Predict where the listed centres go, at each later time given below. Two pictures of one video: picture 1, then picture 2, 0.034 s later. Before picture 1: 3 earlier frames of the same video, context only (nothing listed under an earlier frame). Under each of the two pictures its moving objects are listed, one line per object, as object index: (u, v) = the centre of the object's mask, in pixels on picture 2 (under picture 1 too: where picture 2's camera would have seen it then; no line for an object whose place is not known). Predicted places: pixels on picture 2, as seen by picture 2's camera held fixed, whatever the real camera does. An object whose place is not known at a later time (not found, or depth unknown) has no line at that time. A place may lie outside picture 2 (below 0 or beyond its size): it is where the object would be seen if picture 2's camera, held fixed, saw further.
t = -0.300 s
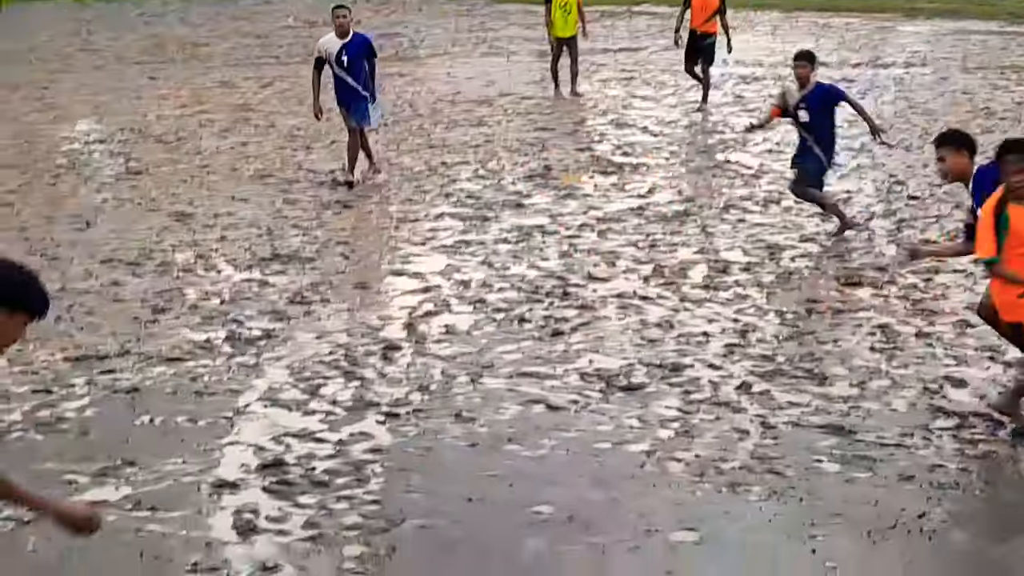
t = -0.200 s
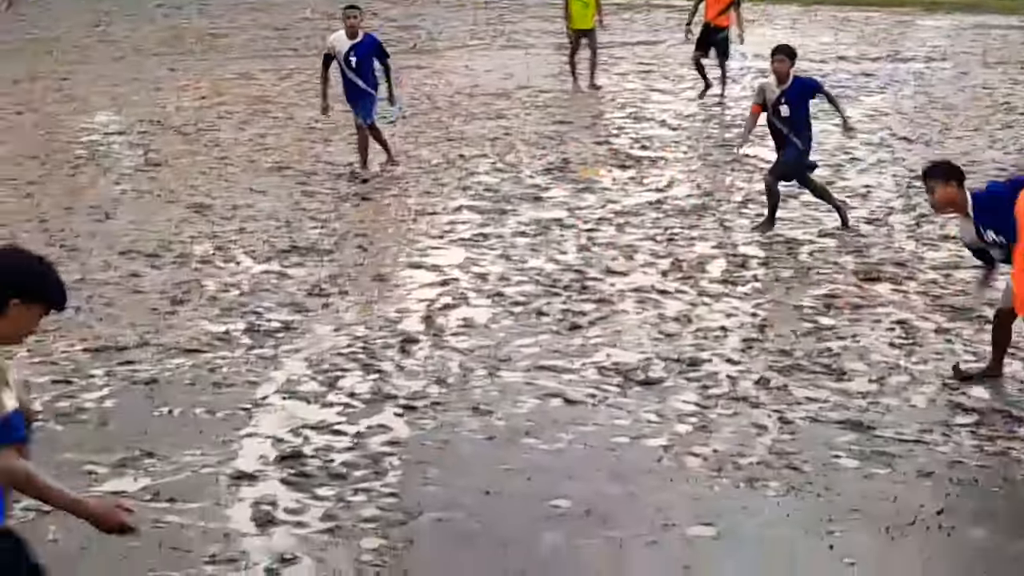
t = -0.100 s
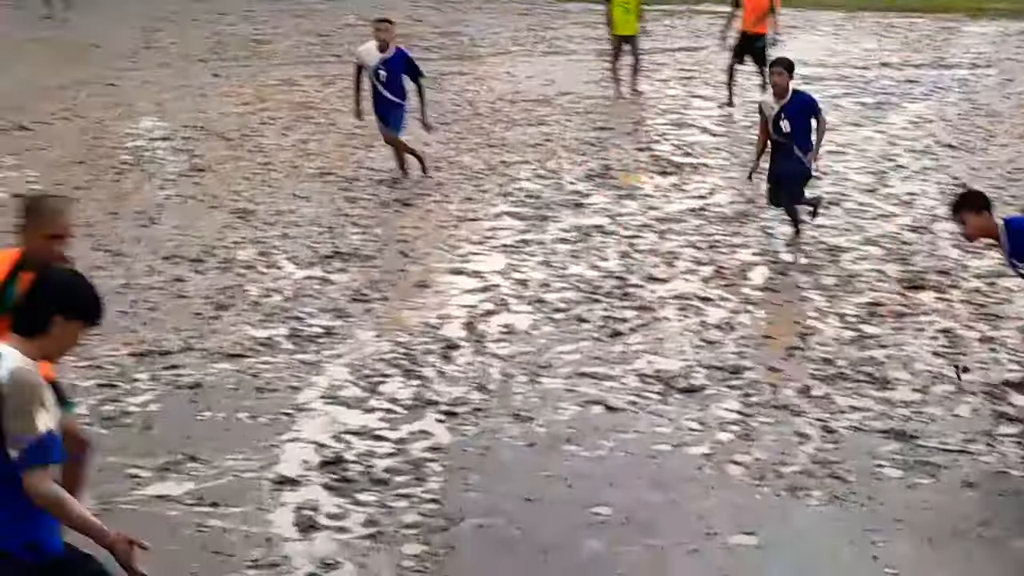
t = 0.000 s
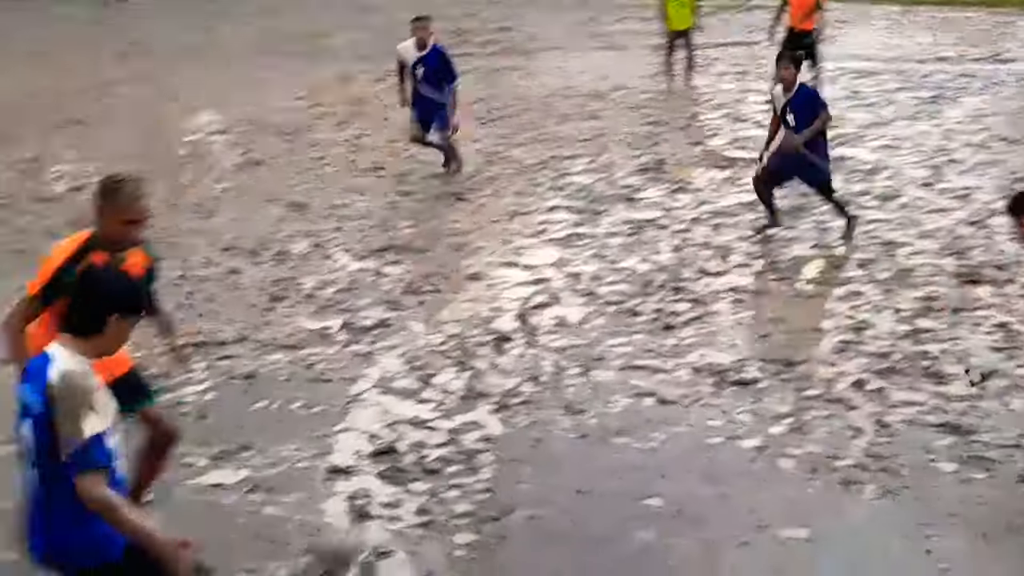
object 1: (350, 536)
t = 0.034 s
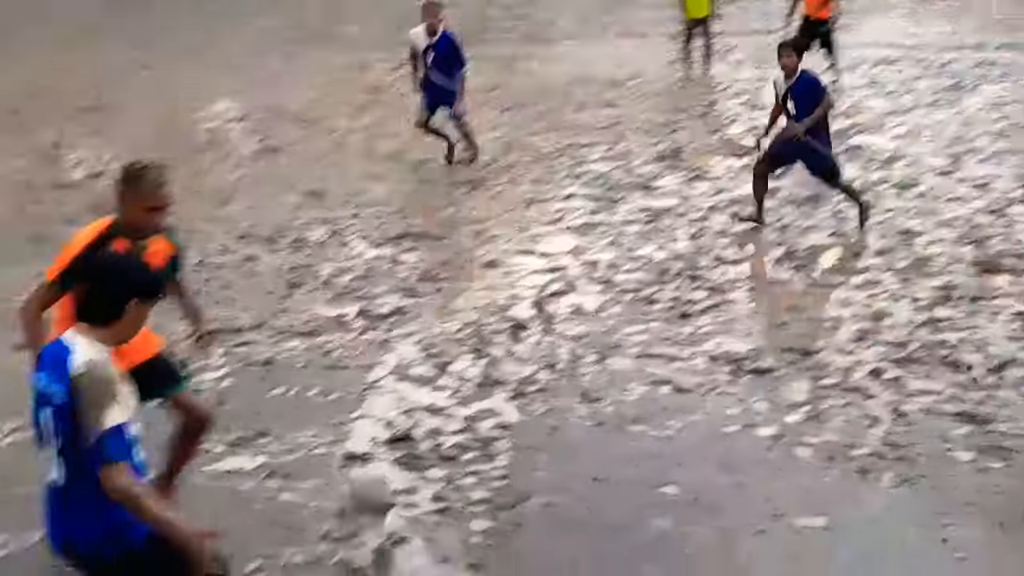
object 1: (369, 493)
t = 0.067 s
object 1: (387, 468)
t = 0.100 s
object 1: (400, 446)
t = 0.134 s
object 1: (408, 424)
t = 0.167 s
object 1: (423, 407)
